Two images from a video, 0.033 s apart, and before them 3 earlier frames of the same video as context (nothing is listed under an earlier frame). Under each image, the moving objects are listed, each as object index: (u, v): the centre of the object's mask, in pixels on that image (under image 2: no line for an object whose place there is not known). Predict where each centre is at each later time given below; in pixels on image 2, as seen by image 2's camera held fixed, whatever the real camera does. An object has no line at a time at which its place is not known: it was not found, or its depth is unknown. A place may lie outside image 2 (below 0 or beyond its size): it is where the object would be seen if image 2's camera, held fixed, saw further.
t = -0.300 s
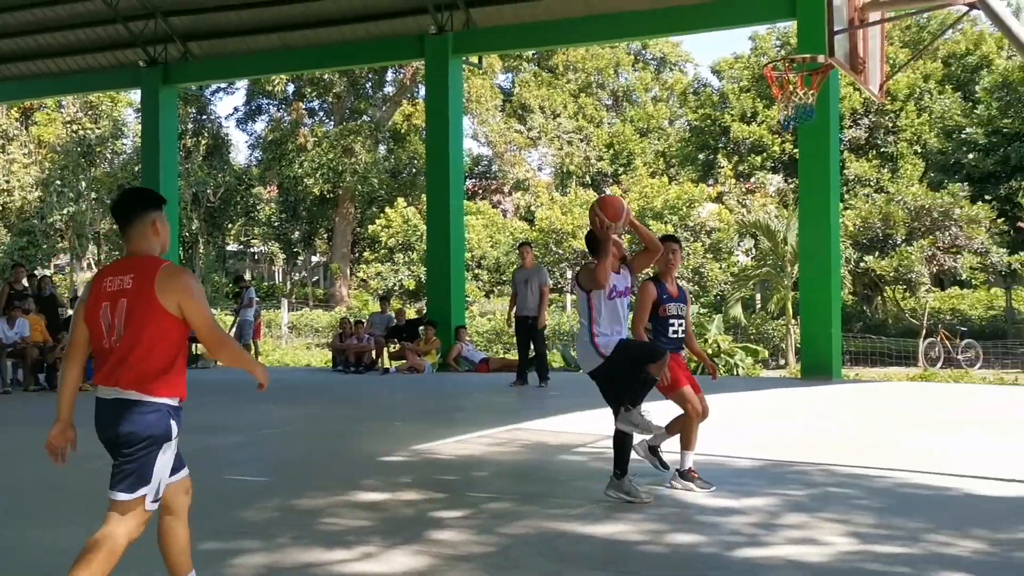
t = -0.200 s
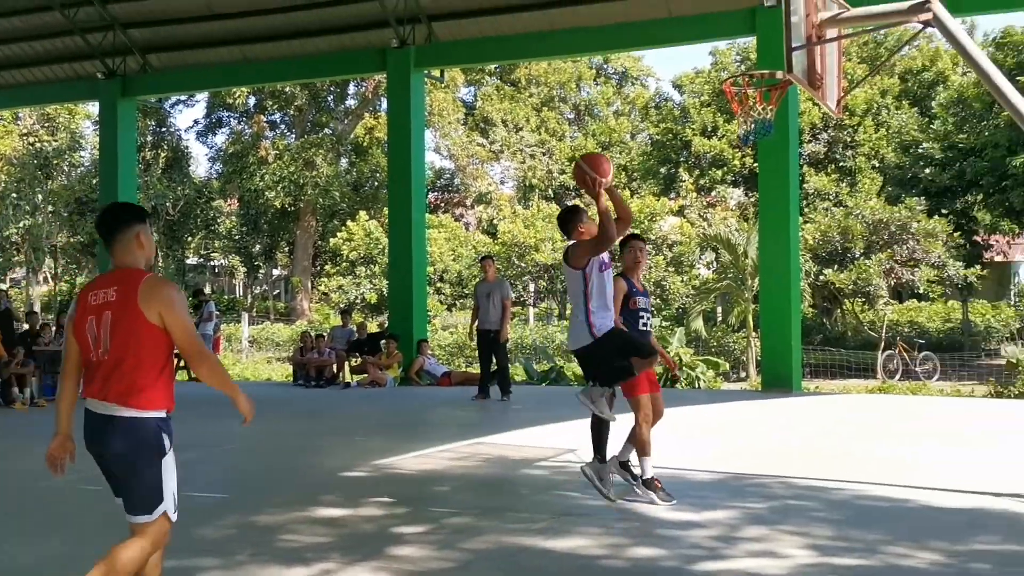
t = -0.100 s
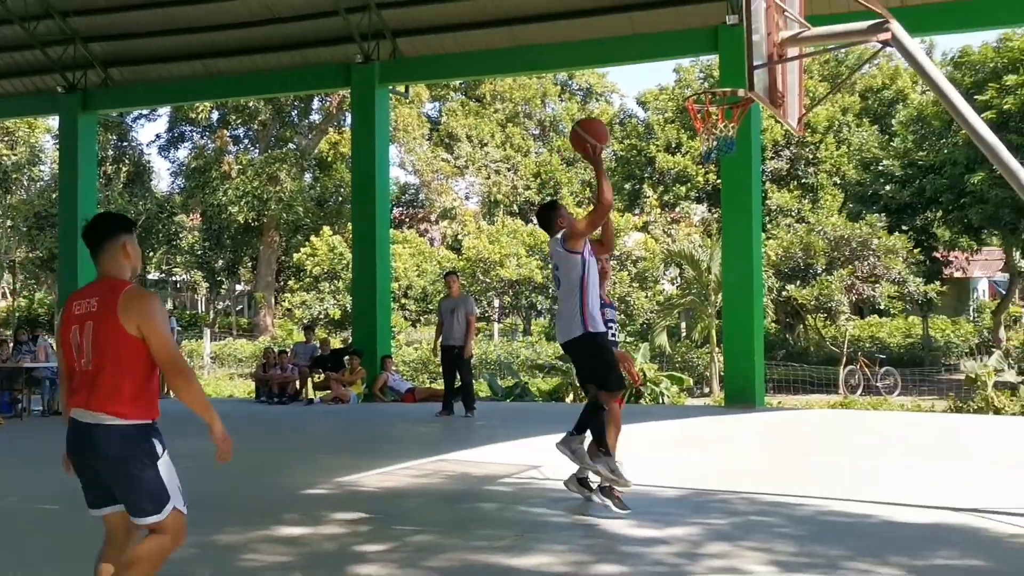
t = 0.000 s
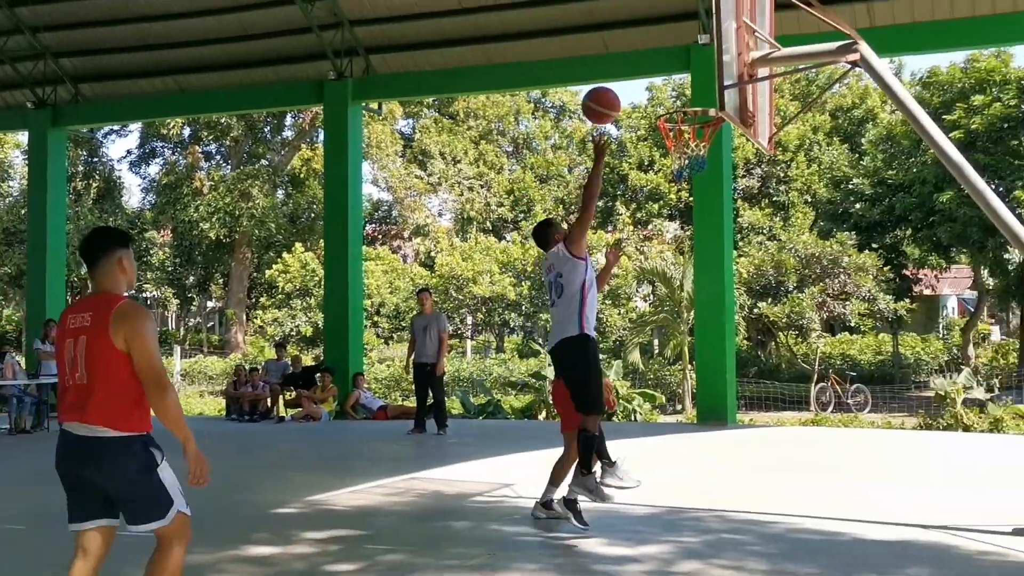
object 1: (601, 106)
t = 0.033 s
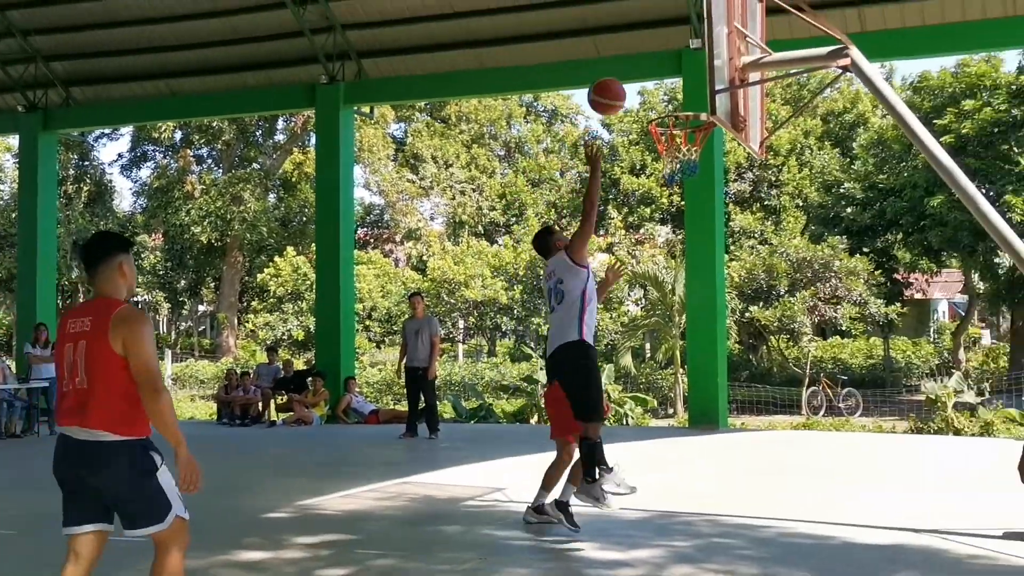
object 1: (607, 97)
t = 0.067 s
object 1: (623, 83)
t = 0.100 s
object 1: (639, 73)
